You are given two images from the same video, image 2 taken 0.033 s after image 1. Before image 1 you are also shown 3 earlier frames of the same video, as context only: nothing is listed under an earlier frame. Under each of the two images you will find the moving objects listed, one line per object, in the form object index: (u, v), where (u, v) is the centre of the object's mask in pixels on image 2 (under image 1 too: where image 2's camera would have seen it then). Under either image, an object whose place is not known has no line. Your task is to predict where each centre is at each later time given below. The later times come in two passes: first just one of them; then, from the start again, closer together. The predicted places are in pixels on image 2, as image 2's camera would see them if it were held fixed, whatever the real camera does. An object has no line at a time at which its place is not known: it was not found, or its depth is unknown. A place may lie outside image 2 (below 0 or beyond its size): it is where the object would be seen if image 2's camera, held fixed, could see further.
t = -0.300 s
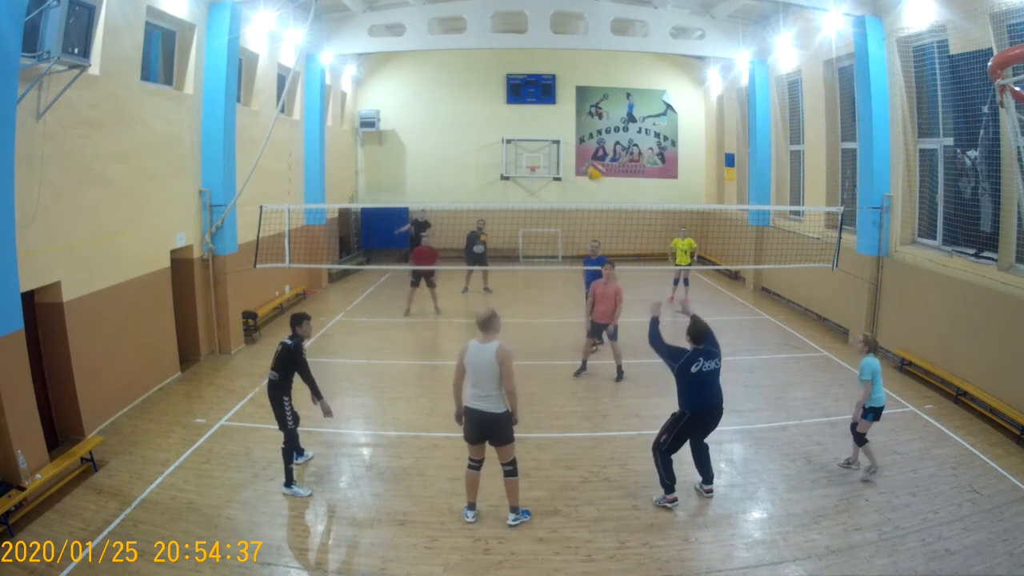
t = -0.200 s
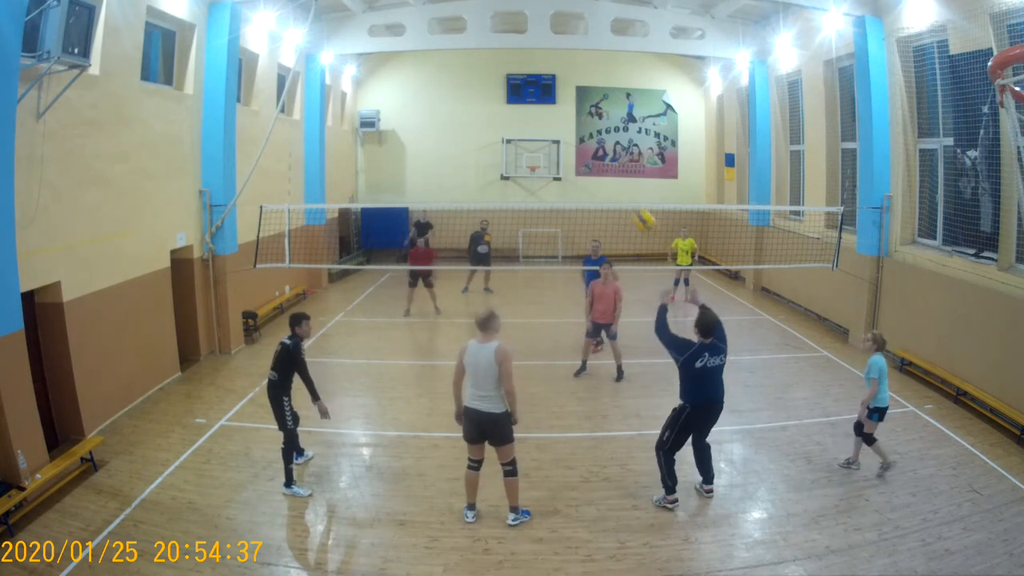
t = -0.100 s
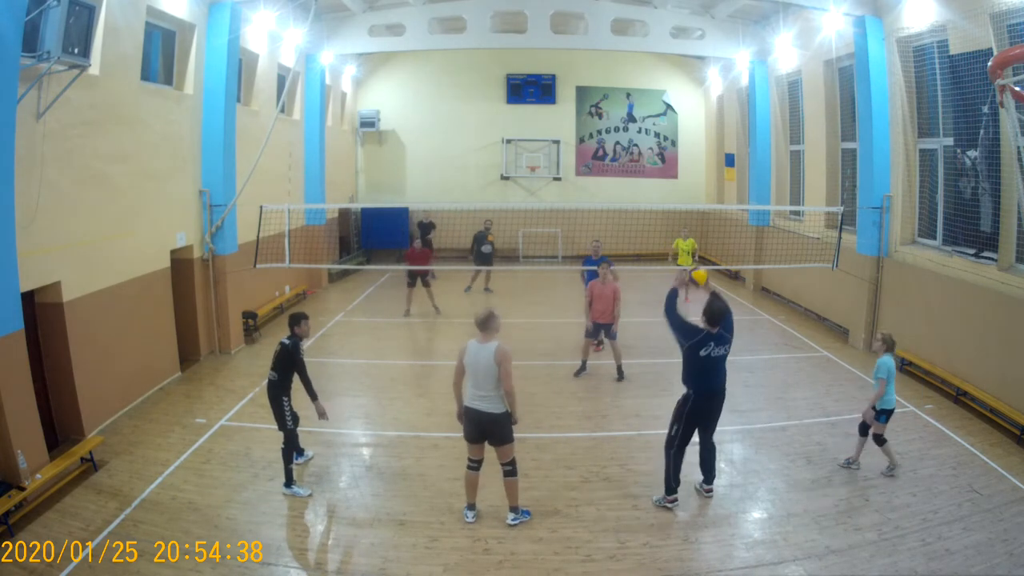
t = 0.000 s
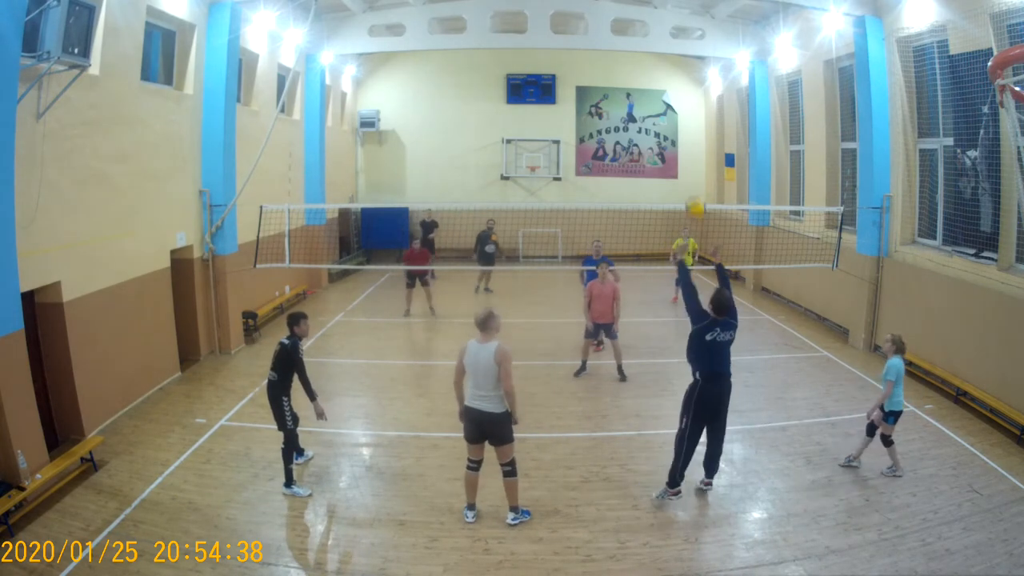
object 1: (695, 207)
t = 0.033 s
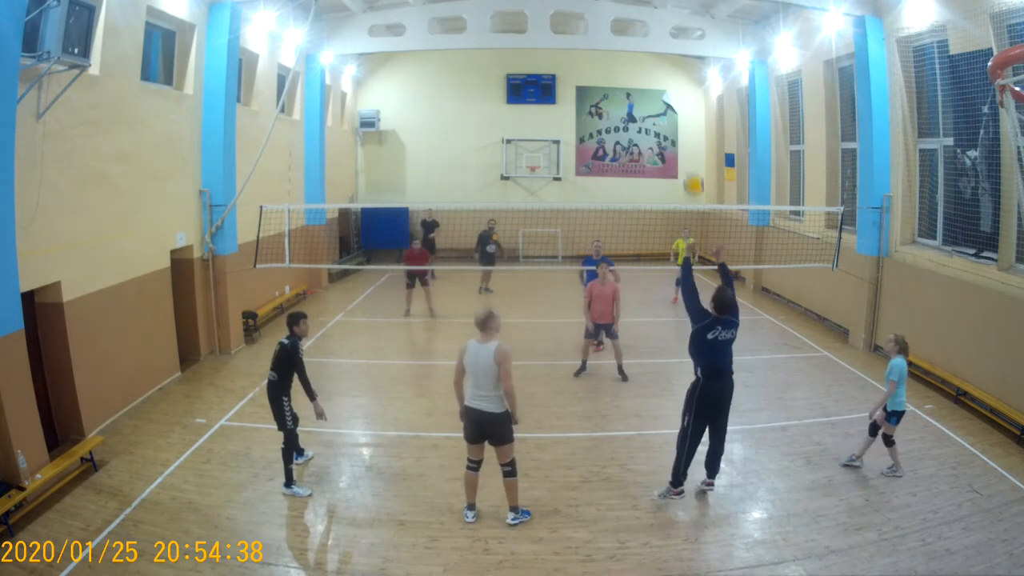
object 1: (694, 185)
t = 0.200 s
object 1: (686, 97)
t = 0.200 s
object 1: (686, 97)
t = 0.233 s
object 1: (685, 86)
